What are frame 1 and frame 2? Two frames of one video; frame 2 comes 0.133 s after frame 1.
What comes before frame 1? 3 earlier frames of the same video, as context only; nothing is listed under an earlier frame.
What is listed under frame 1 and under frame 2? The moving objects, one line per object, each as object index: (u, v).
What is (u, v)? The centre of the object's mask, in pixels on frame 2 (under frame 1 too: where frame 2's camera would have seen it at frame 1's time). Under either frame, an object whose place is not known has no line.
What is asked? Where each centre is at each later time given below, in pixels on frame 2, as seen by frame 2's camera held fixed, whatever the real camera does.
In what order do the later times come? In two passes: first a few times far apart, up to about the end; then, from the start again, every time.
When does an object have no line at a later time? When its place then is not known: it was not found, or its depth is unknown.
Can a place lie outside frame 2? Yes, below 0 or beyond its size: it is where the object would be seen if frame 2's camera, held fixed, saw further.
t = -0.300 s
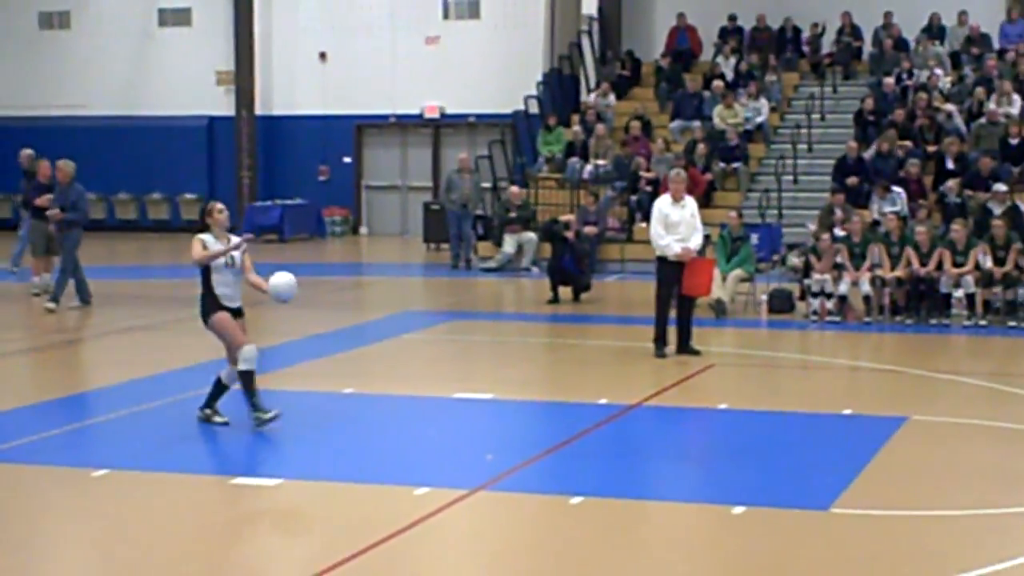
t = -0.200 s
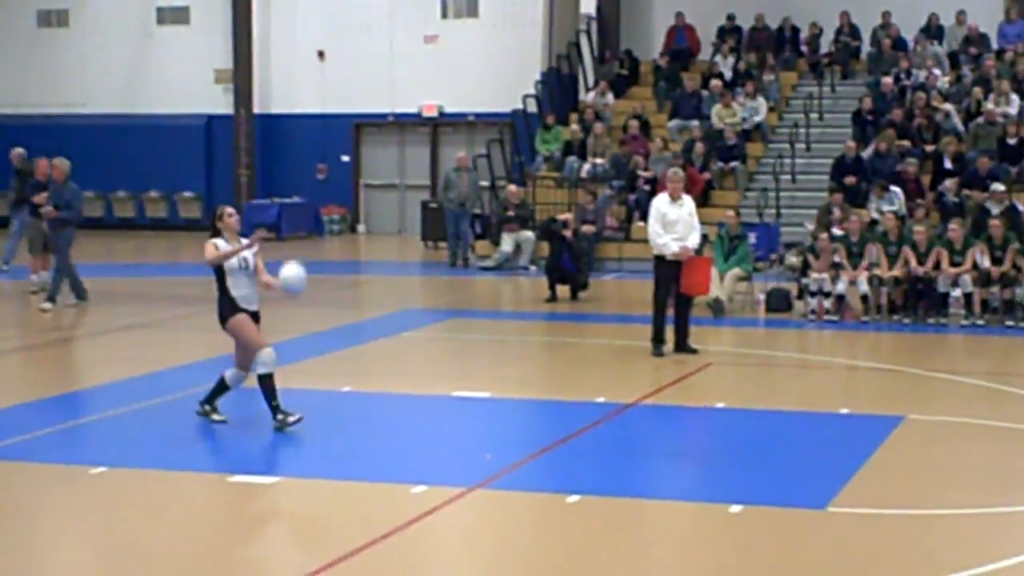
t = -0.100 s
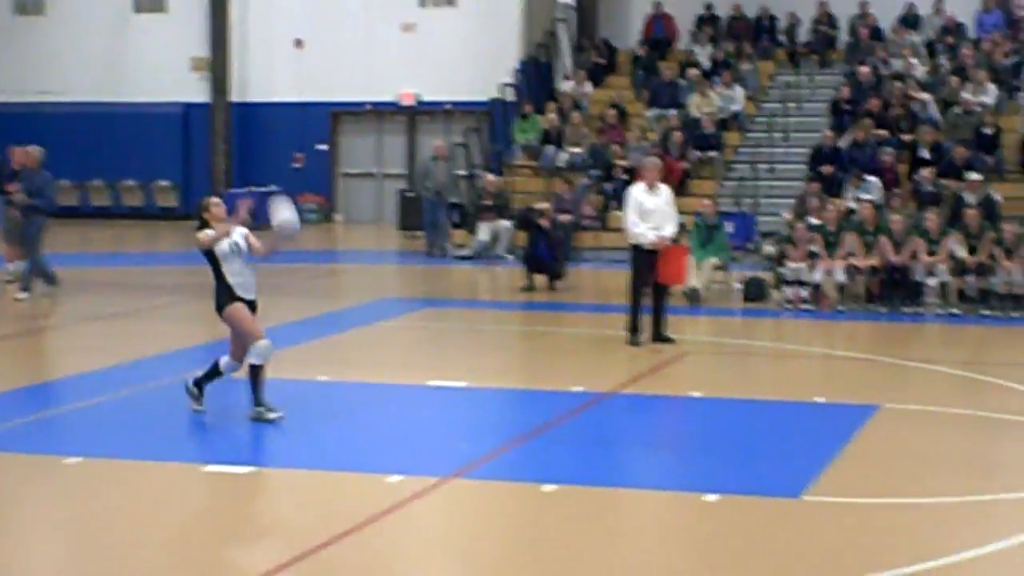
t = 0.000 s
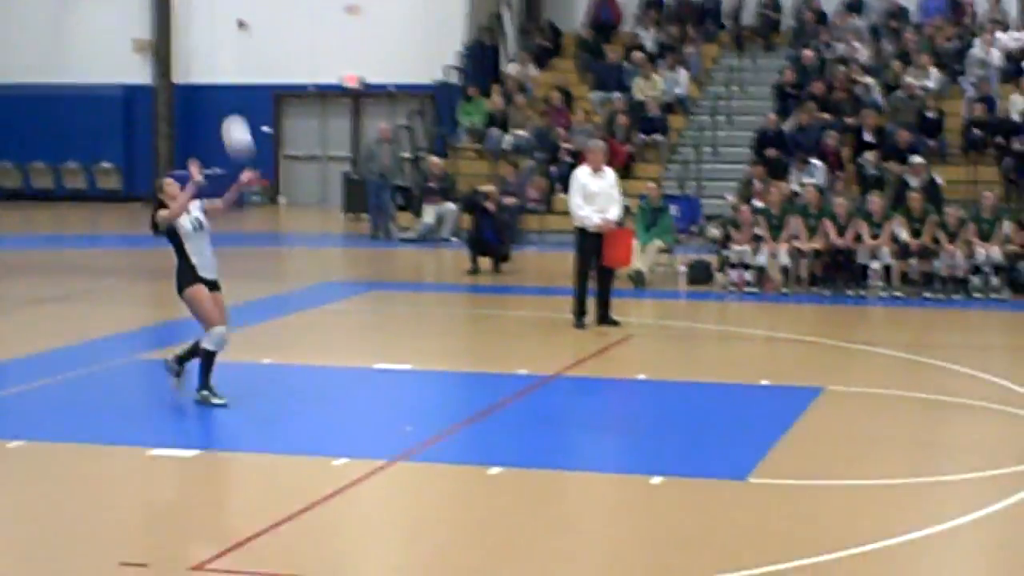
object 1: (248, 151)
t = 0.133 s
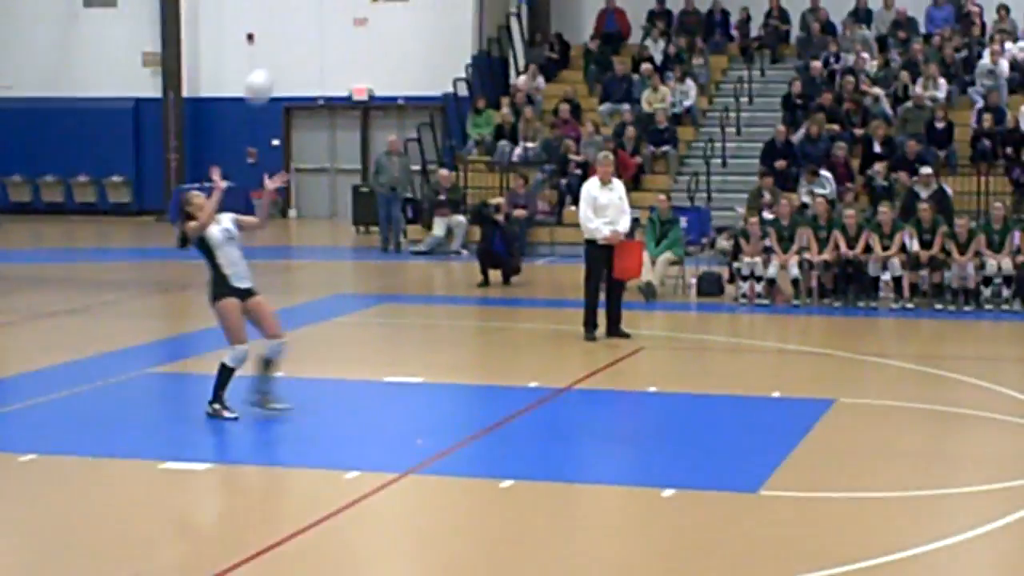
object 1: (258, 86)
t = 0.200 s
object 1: (264, 64)
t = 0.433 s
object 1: (287, 35)
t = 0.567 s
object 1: (299, 52)
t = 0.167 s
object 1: (261, 73)
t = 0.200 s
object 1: (264, 64)
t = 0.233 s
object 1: (267, 55)
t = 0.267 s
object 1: (270, 47)
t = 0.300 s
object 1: (274, 43)
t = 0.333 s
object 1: (277, 38)
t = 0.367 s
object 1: (281, 36)
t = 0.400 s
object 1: (284, 35)
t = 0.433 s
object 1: (287, 35)
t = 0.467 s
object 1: (290, 37)
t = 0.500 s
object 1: (293, 41)
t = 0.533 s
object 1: (296, 45)
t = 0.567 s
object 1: (299, 52)
